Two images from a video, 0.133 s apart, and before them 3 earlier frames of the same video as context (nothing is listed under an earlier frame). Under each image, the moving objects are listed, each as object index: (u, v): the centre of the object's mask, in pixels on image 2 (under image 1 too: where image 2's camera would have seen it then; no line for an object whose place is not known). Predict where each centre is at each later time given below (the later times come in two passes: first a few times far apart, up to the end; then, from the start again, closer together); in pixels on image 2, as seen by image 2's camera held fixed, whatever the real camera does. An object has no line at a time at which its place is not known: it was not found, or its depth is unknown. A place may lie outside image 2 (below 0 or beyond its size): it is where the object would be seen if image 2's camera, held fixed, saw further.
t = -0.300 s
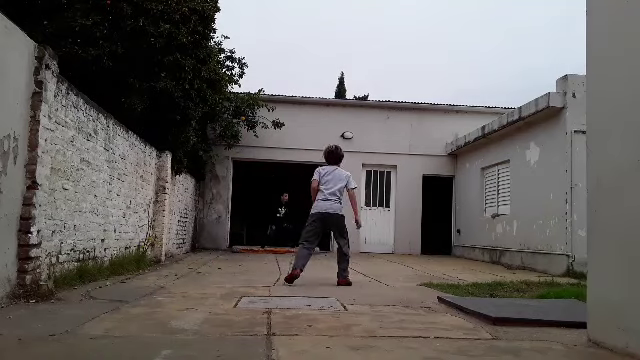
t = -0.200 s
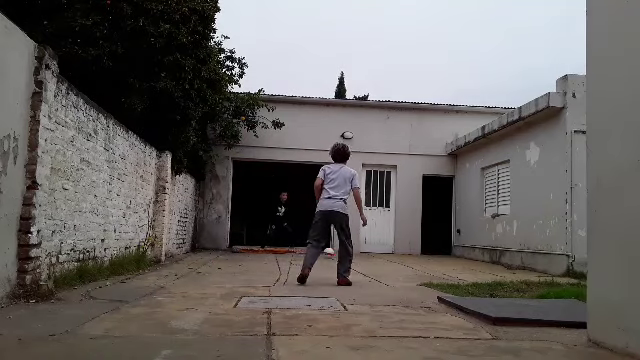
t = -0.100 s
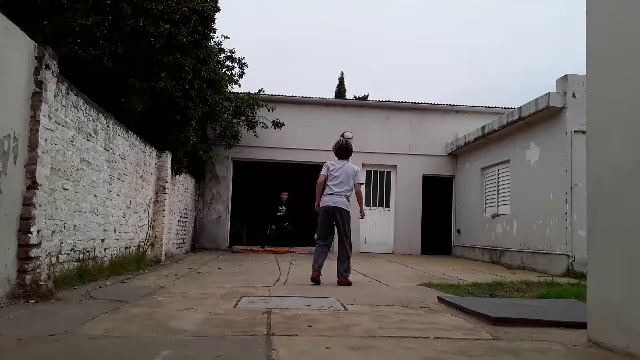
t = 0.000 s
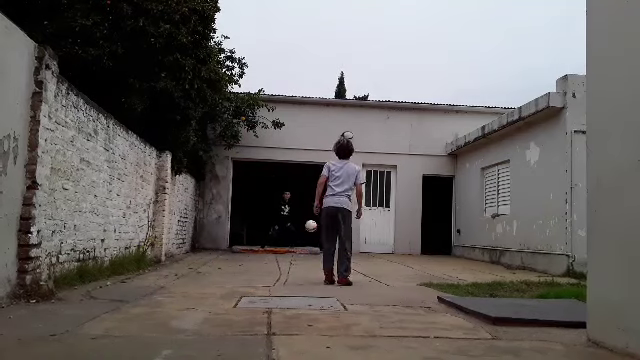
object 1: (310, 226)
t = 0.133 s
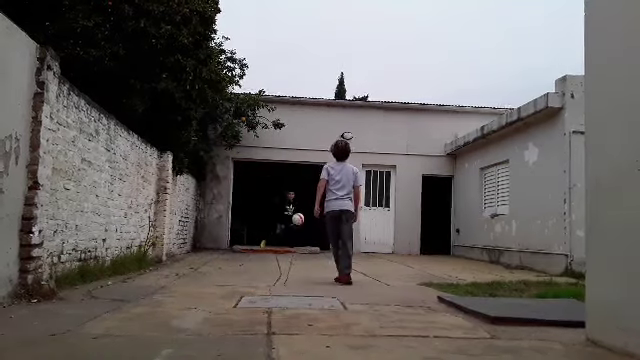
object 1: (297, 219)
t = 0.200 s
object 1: (290, 219)
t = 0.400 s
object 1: (267, 237)
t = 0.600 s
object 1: (242, 246)
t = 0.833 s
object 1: (212, 243)
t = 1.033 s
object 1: (183, 252)
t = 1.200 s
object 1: (159, 251)
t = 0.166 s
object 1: (294, 219)
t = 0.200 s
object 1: (290, 219)
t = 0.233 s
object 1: (287, 221)
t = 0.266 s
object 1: (283, 222)
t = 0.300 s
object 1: (279, 225)
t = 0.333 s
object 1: (276, 228)
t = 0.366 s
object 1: (271, 232)
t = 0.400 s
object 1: (267, 237)
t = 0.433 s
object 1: (263, 242)
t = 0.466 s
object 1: (259, 248)
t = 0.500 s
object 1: (255, 255)
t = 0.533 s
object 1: (251, 252)
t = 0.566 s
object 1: (247, 249)
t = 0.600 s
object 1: (242, 246)
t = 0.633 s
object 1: (239, 243)
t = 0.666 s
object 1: (235, 242)
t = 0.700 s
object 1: (230, 240)
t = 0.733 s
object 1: (227, 240)
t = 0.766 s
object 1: (223, 239)
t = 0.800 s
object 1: (217, 241)
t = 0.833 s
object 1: (212, 243)
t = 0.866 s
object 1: (208, 244)
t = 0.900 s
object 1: (203, 248)
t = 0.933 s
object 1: (198, 252)
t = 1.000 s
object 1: (188, 256)
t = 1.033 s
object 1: (183, 252)
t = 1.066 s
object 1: (179, 251)
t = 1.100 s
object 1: (174, 250)
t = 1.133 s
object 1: (169, 250)
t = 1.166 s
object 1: (165, 250)
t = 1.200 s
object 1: (159, 251)
